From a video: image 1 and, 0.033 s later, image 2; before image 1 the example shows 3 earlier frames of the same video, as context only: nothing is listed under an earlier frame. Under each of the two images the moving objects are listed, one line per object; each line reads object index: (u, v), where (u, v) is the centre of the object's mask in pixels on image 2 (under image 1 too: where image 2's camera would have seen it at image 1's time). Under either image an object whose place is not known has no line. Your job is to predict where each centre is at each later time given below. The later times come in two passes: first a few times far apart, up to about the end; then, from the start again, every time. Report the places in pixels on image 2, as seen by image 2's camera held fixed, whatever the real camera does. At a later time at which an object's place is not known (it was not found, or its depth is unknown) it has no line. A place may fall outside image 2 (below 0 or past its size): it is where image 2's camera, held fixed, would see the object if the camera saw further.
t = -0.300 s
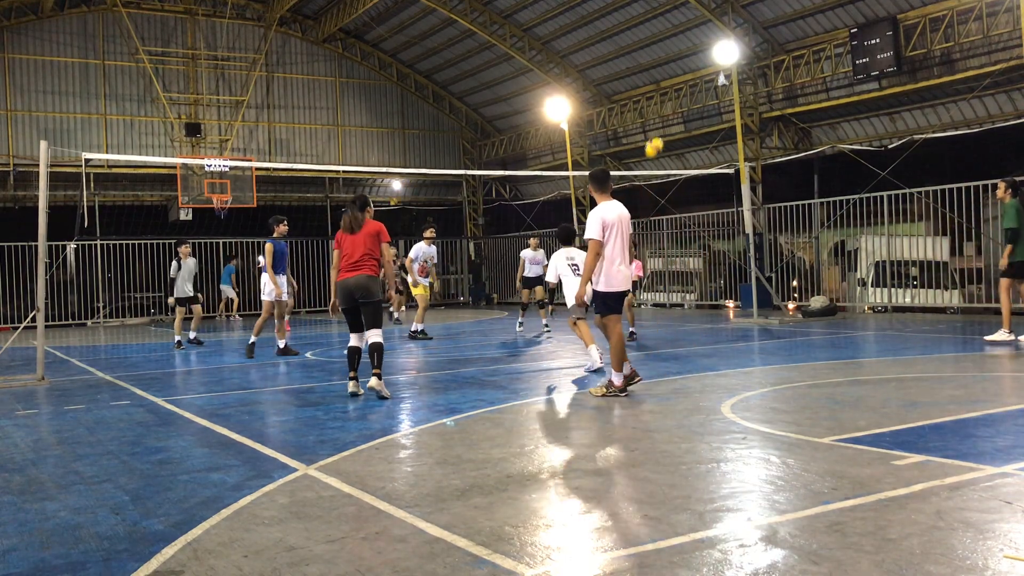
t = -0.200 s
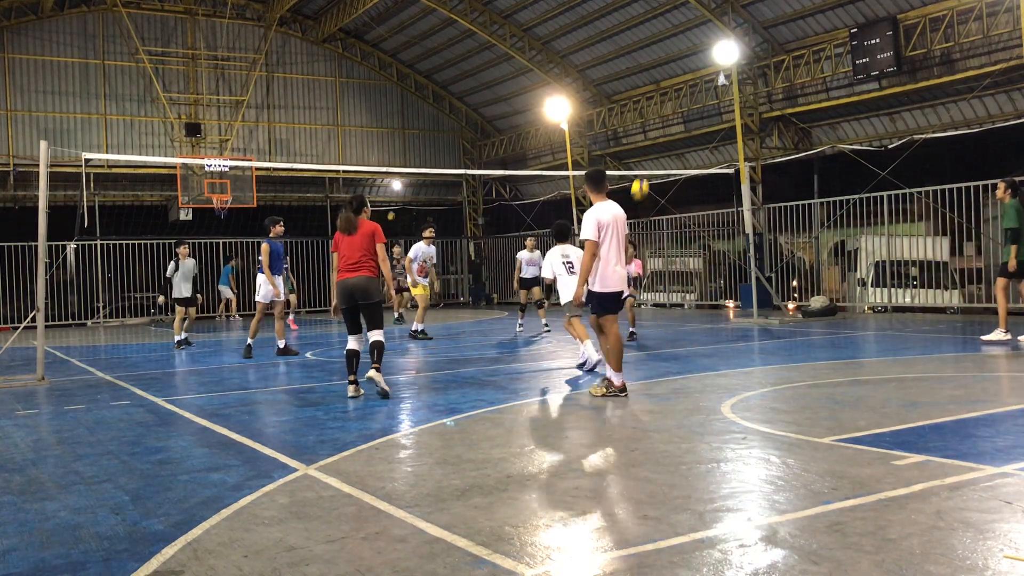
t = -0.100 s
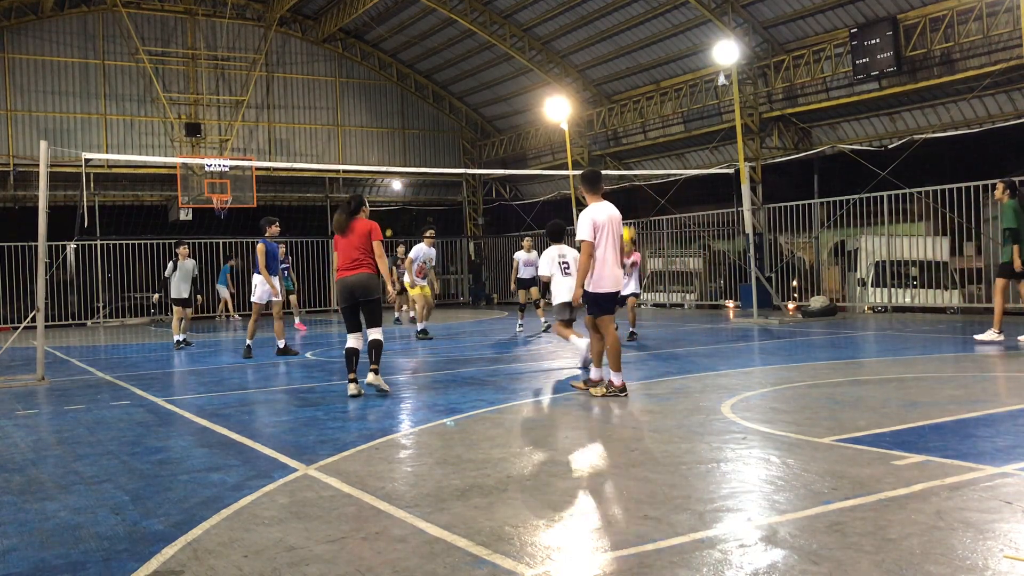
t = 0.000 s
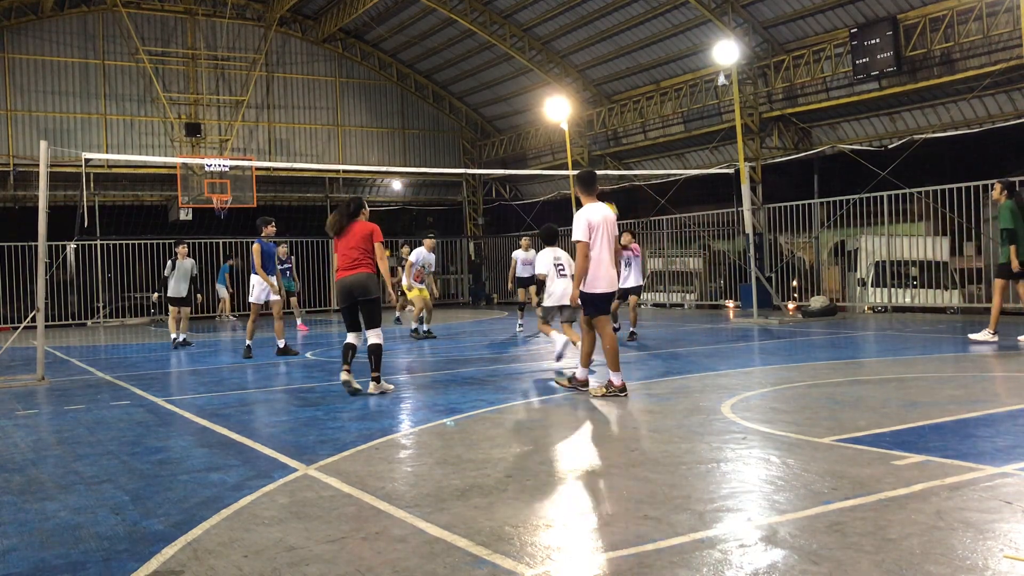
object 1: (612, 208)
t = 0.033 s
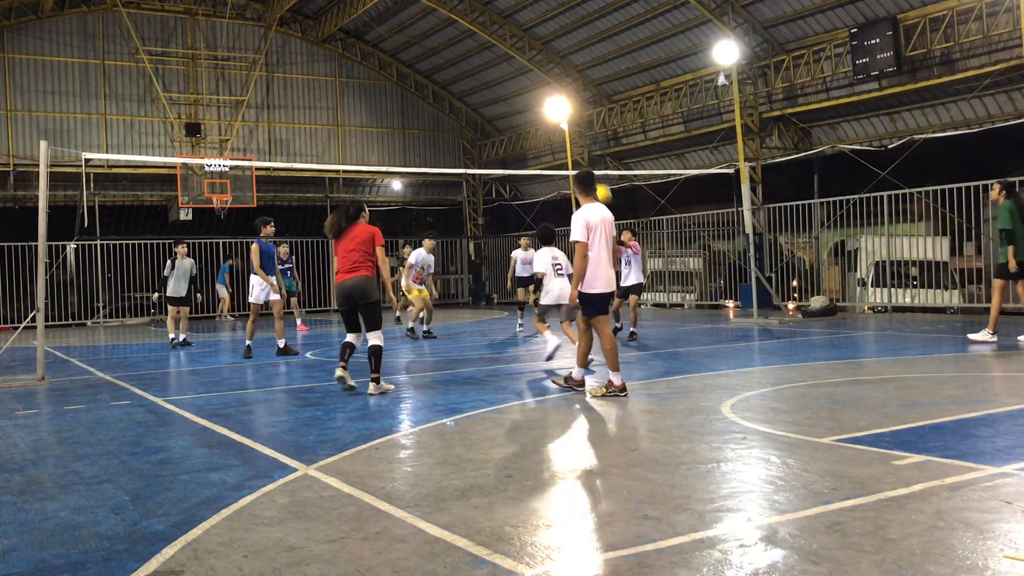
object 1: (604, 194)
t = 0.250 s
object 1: (564, 93)
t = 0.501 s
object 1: (516, 29)
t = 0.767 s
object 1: (469, 12)
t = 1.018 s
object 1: (428, 46)
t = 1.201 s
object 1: (400, 102)
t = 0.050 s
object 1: (601, 185)
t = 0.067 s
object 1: (598, 175)
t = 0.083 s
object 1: (593, 166)
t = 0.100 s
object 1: (590, 159)
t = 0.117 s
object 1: (587, 151)
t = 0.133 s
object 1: (584, 143)
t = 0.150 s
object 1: (581, 136)
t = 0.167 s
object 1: (578, 127)
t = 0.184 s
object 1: (576, 120)
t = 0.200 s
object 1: (575, 114)
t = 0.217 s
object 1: (572, 107)
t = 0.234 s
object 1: (568, 99)
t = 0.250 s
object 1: (564, 93)
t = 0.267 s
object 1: (560, 89)
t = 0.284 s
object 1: (556, 83)
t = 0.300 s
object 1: (553, 77)
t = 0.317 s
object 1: (550, 72)
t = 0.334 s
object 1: (546, 67)
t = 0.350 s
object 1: (543, 63)
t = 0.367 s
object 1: (540, 58)
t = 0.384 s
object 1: (537, 54)
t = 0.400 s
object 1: (534, 49)
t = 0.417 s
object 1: (531, 45)
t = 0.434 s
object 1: (528, 41)
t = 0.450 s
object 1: (525, 38)
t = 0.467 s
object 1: (522, 34)
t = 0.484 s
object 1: (519, 32)
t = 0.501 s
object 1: (516, 29)
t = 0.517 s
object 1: (513, 26)
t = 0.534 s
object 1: (510, 24)
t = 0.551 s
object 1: (507, 21)
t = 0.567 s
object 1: (504, 19)
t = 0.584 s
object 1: (501, 18)
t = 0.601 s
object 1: (498, 16)
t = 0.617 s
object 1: (495, 14)
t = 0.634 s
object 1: (492, 13)
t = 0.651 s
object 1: (489, 12)
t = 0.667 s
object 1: (486, 11)
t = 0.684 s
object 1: (483, 11)
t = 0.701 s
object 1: (480, 11)
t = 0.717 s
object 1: (477, 11)
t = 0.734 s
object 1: (474, 11)
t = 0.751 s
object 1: (471, 11)
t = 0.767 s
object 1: (469, 12)
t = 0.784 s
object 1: (466, 13)
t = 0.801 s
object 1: (463, 14)
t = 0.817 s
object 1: (460, 15)
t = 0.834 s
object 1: (457, 16)
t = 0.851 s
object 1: (455, 18)
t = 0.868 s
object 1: (452, 20)
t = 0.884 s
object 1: (449, 22)
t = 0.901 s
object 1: (447, 24)
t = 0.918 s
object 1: (444, 26)
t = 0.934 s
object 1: (441, 29)
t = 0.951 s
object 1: (438, 32)
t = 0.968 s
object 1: (436, 35)
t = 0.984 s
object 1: (433, 39)
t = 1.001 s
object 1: (431, 42)
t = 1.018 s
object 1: (428, 46)
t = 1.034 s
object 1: (425, 50)
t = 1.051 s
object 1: (422, 54)
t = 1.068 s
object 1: (420, 59)
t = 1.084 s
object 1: (417, 64)
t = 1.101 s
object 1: (415, 68)
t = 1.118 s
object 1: (412, 73)
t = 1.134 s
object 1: (410, 78)
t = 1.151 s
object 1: (407, 84)
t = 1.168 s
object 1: (405, 90)
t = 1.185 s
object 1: (402, 96)
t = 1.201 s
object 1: (400, 102)
